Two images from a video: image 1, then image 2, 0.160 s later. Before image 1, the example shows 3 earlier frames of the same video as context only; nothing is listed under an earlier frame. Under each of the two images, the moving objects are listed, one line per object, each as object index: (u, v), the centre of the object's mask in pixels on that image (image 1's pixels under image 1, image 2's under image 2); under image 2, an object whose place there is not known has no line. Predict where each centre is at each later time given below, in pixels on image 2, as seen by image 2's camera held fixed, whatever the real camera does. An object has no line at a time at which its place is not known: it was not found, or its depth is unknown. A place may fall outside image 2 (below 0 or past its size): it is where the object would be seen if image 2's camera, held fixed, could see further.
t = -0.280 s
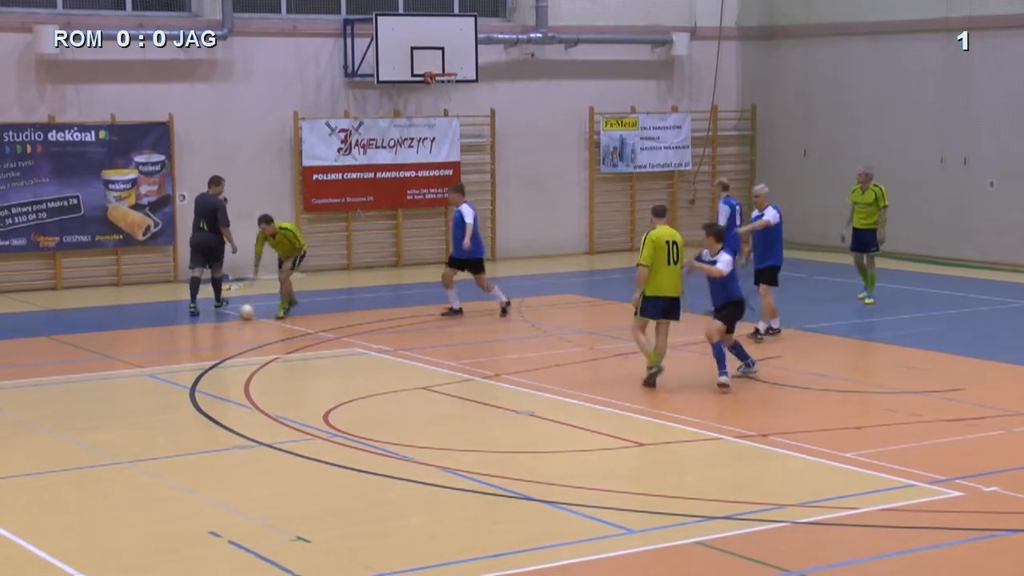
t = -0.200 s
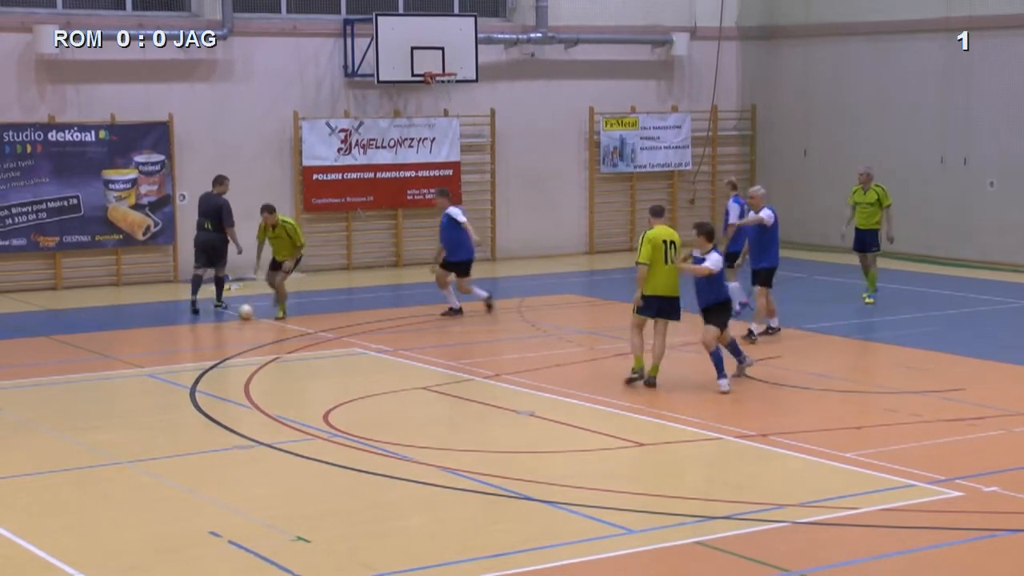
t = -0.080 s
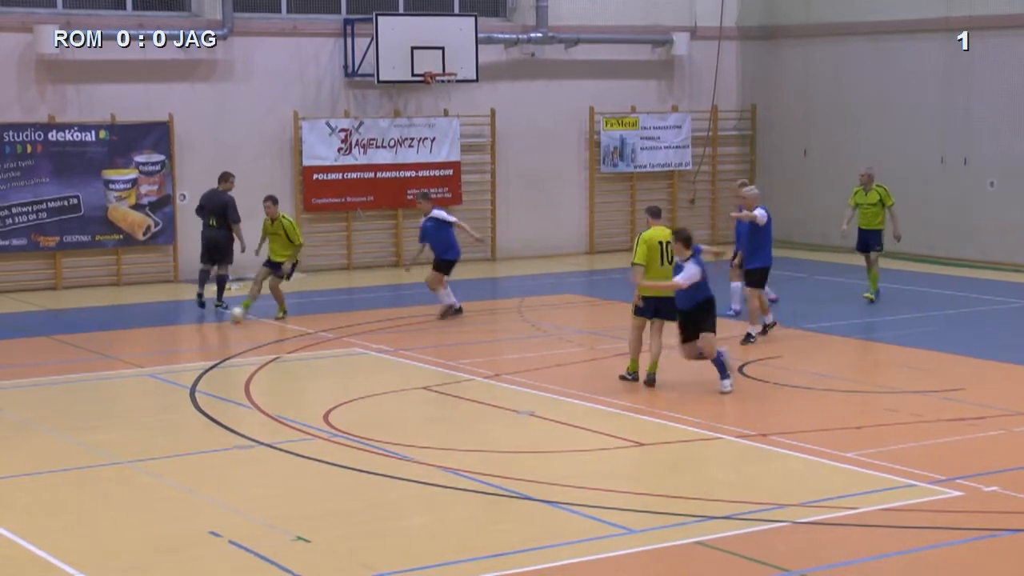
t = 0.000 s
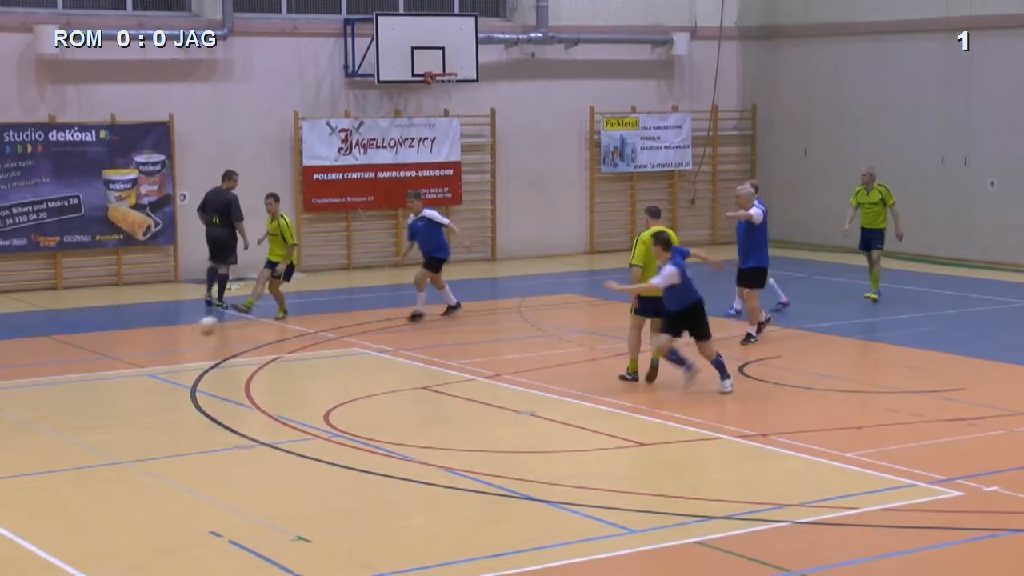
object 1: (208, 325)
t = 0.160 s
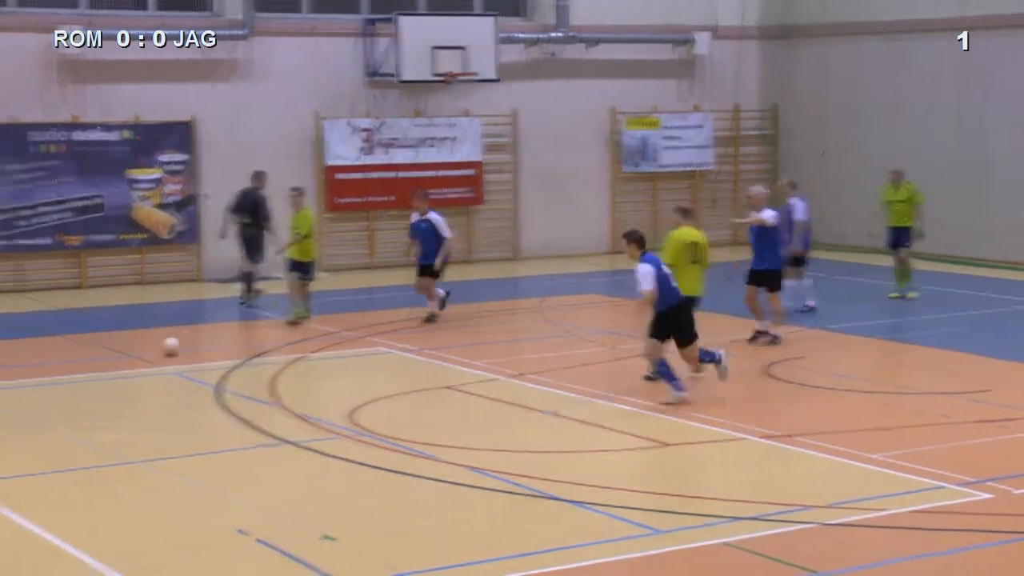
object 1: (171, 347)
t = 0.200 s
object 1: (156, 353)
